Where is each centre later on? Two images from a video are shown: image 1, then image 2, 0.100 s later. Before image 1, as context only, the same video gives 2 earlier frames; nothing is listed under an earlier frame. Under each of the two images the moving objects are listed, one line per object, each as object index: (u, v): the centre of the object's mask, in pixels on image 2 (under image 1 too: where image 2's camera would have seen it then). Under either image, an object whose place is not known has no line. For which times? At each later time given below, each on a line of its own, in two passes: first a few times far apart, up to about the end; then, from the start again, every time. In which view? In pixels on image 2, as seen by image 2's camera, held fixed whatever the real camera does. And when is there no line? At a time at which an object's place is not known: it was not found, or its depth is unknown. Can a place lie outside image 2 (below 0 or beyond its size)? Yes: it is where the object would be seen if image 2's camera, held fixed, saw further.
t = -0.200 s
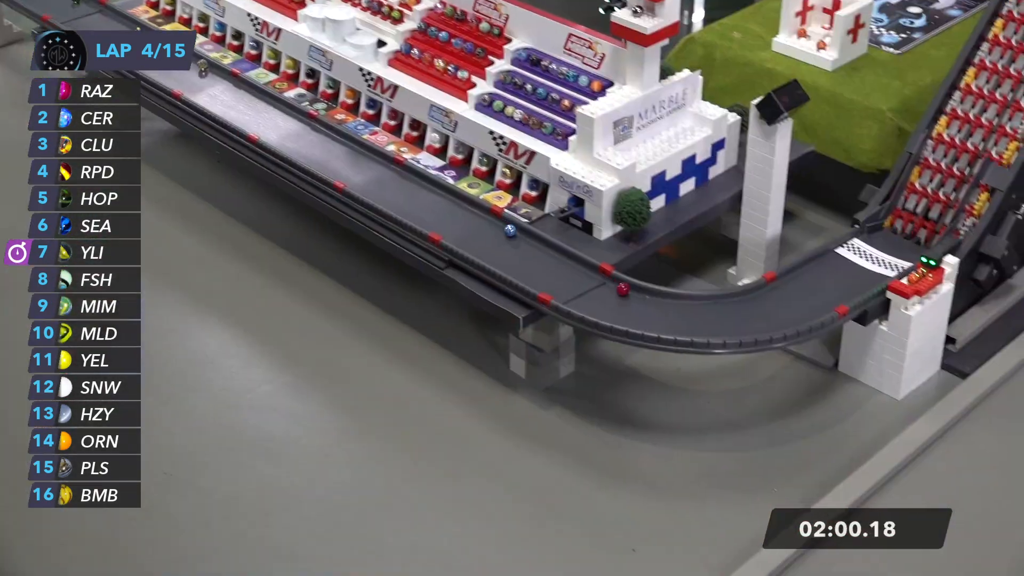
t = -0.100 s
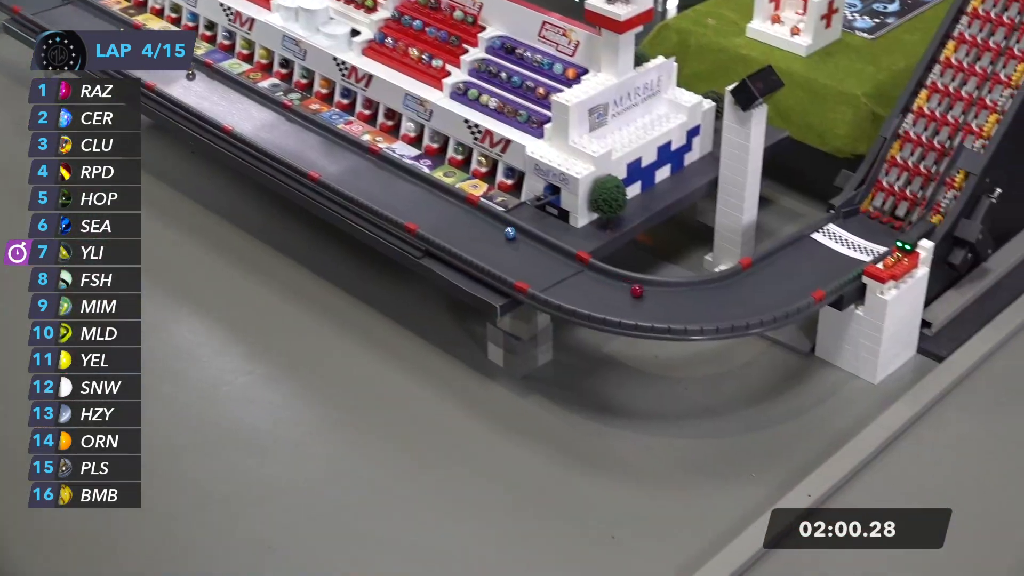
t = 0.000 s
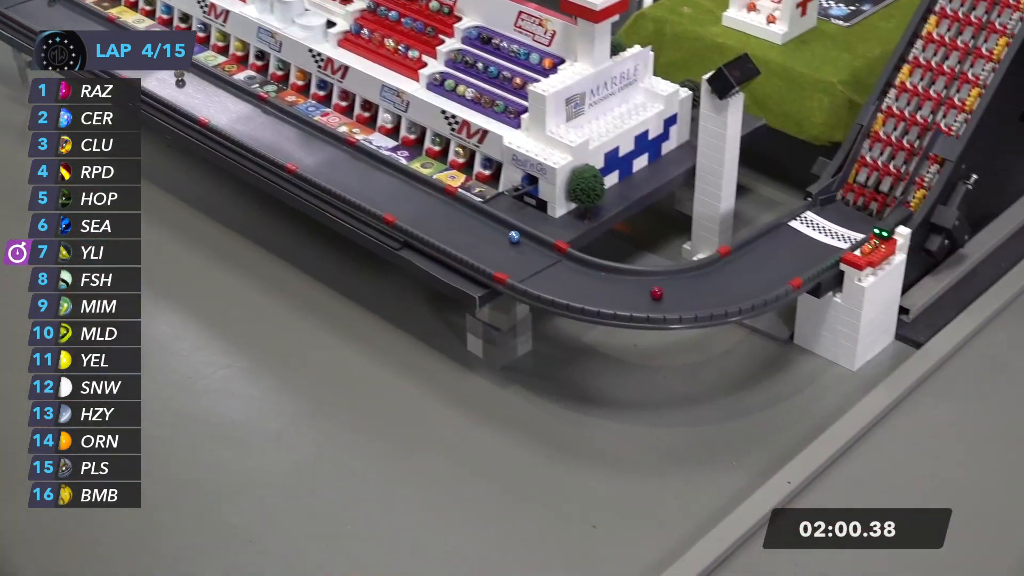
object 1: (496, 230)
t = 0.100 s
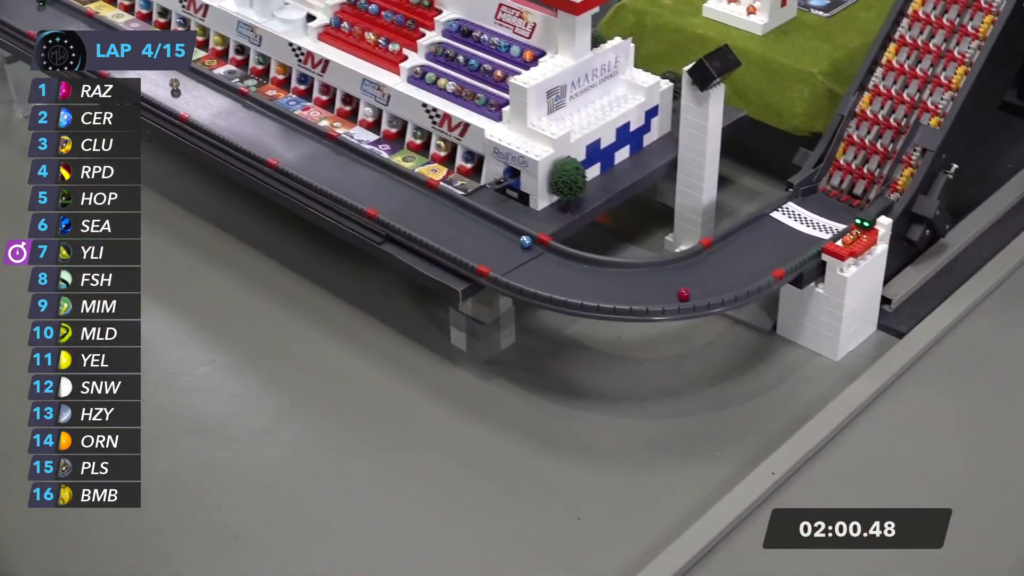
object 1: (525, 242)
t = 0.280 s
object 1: (562, 265)
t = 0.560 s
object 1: (631, 295)
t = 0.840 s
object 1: (717, 292)
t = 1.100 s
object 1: (782, 261)
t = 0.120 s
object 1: (531, 244)
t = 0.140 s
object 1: (537, 246)
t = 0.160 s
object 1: (540, 248)
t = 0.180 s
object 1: (544, 251)
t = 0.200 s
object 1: (547, 254)
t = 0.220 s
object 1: (551, 257)
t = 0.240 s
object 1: (554, 260)
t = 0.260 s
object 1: (558, 263)
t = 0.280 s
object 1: (562, 265)
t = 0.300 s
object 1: (566, 268)
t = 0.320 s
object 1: (570, 271)
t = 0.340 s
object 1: (574, 273)
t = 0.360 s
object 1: (578, 275)
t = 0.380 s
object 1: (583, 278)
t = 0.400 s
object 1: (588, 280)
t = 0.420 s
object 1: (592, 282)
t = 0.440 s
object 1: (597, 284)
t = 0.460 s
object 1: (603, 287)
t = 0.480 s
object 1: (608, 288)
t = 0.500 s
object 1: (614, 290)
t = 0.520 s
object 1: (619, 292)
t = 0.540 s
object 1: (625, 294)
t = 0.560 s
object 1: (631, 295)
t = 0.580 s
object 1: (637, 296)
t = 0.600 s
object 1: (643, 297)
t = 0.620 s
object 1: (649, 298)
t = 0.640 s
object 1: (655, 298)
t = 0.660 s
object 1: (662, 299)
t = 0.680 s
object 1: (668, 298)
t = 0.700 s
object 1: (674, 298)
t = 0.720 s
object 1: (680, 298)
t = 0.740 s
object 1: (687, 297)
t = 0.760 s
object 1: (694, 297)
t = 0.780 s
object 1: (700, 296)
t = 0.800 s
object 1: (706, 295)
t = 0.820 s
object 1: (711, 294)
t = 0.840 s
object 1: (717, 292)
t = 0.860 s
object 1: (723, 291)
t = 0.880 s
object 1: (729, 289)
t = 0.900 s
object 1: (735, 287)
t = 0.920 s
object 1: (741, 285)
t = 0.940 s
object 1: (746, 283)
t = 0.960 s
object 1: (751, 280)
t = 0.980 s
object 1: (756, 278)
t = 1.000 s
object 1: (761, 275)
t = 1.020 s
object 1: (765, 272)
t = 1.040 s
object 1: (769, 269)
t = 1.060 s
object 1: (774, 266)
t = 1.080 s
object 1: (778, 263)
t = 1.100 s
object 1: (782, 261)
